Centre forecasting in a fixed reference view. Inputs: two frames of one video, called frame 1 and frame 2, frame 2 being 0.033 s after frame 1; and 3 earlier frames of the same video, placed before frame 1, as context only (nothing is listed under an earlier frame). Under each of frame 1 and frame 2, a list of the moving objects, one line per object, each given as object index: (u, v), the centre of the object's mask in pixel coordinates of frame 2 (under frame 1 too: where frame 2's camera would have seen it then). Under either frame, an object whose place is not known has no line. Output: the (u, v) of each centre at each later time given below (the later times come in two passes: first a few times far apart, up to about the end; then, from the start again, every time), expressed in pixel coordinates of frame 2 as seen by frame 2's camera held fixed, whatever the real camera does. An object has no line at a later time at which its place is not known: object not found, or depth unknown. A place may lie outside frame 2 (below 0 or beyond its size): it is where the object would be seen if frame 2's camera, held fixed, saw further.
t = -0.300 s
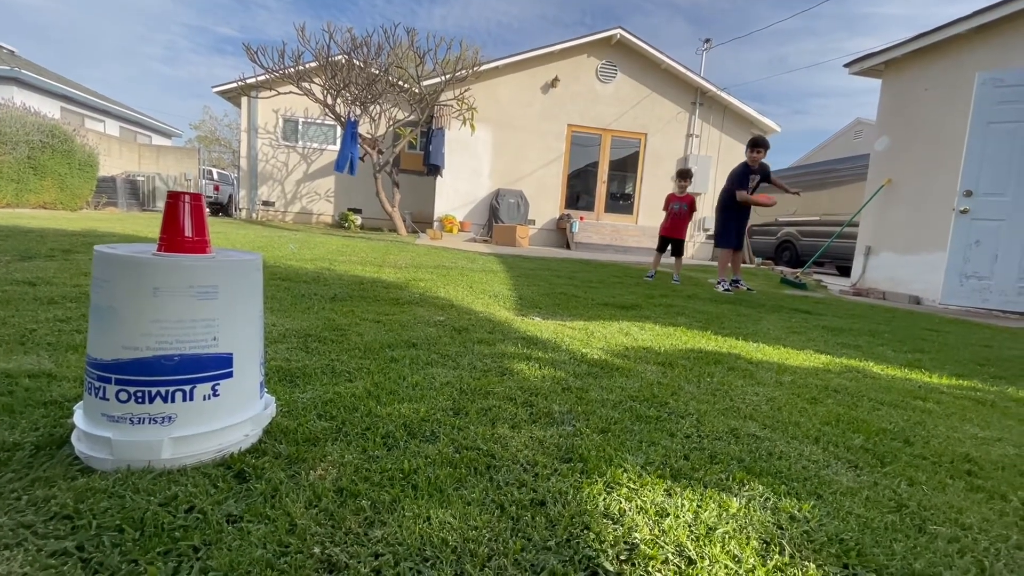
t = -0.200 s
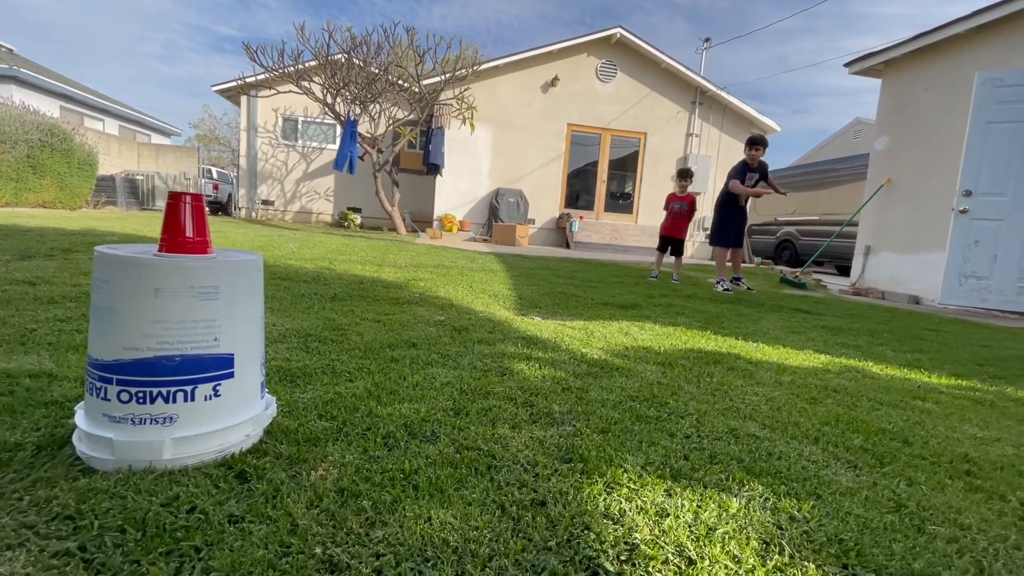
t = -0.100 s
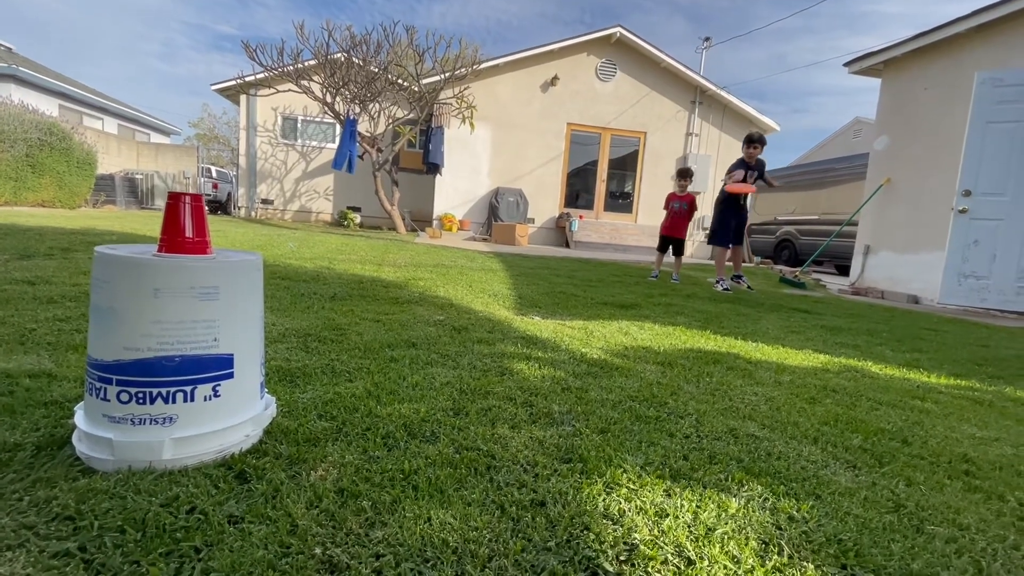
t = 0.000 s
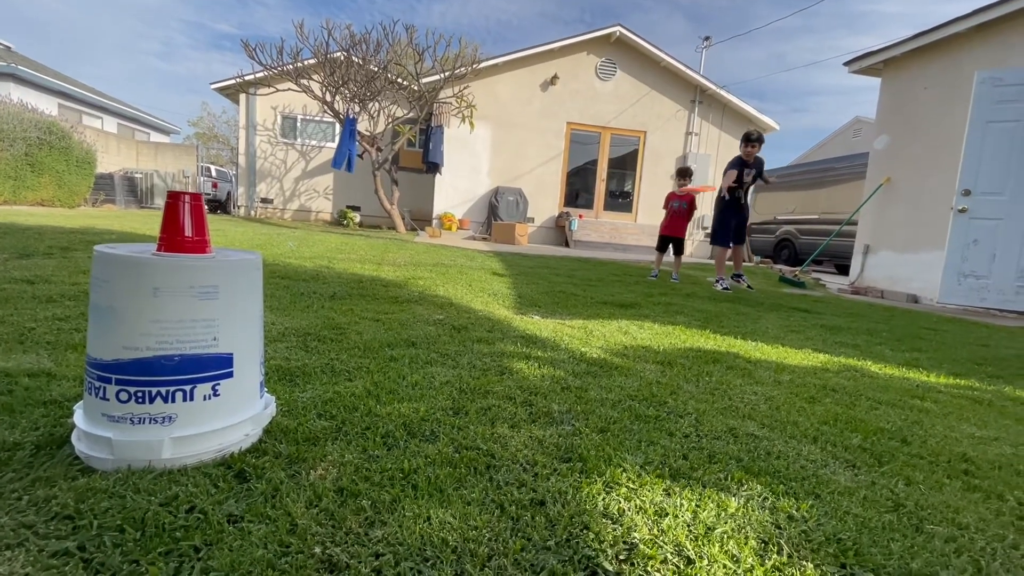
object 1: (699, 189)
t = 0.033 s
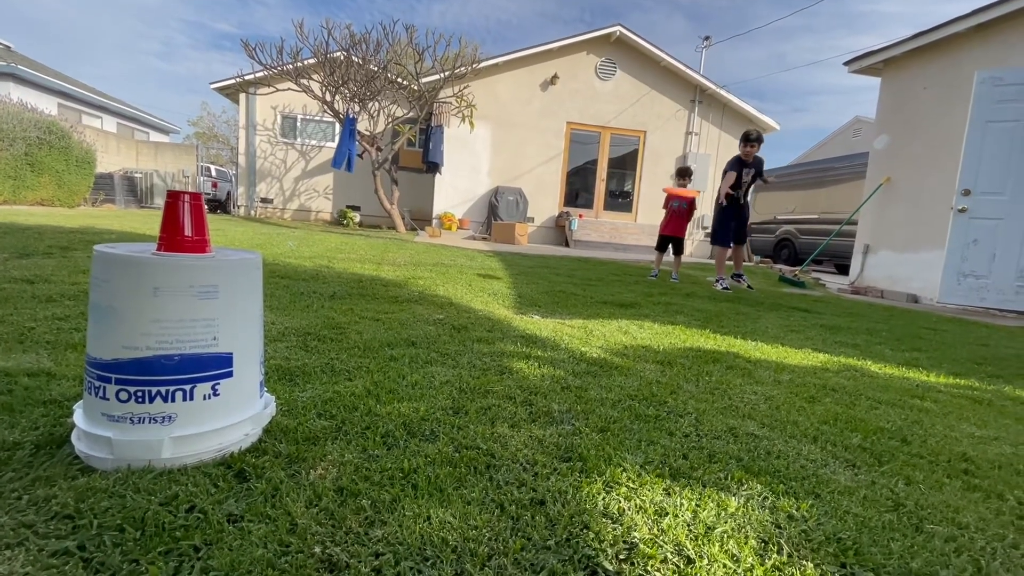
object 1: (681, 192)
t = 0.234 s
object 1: (536, 246)
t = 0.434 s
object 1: (316, 331)
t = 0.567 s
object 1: (274, 354)
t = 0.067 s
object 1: (662, 196)
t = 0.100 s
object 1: (640, 202)
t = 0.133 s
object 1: (619, 210)
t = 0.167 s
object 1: (595, 220)
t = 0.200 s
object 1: (567, 232)
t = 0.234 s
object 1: (536, 246)
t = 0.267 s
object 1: (499, 262)
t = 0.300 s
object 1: (459, 281)
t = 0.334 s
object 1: (412, 303)
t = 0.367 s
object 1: (357, 329)
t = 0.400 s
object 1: (331, 334)
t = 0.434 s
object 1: (316, 331)
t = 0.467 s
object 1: (300, 330)
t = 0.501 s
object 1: (290, 335)
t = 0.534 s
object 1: (282, 342)
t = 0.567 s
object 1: (274, 354)
